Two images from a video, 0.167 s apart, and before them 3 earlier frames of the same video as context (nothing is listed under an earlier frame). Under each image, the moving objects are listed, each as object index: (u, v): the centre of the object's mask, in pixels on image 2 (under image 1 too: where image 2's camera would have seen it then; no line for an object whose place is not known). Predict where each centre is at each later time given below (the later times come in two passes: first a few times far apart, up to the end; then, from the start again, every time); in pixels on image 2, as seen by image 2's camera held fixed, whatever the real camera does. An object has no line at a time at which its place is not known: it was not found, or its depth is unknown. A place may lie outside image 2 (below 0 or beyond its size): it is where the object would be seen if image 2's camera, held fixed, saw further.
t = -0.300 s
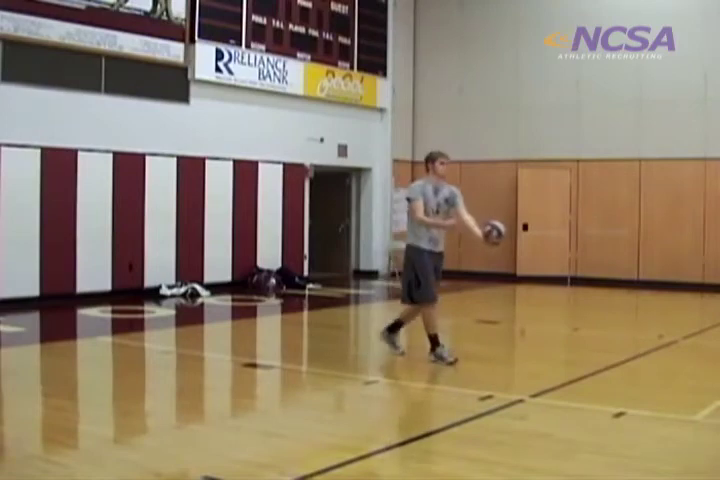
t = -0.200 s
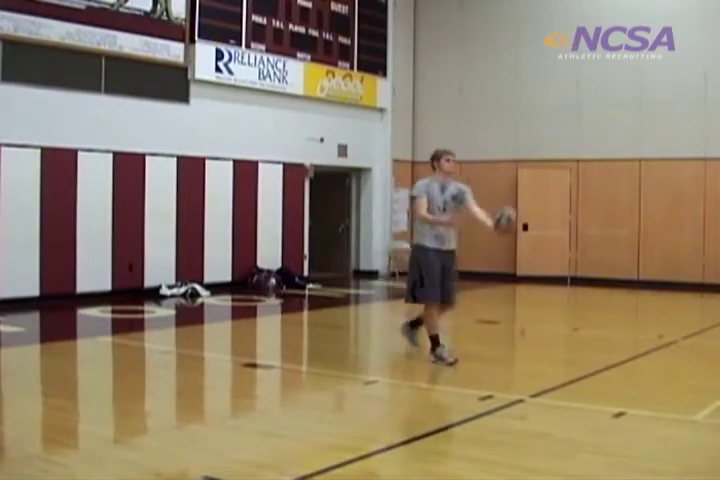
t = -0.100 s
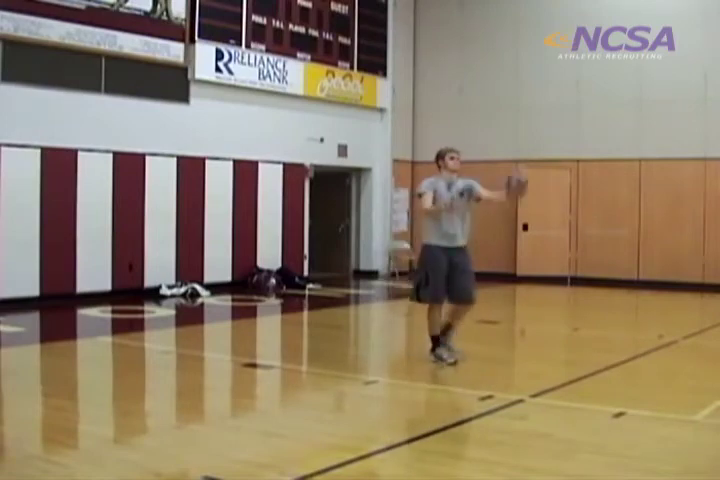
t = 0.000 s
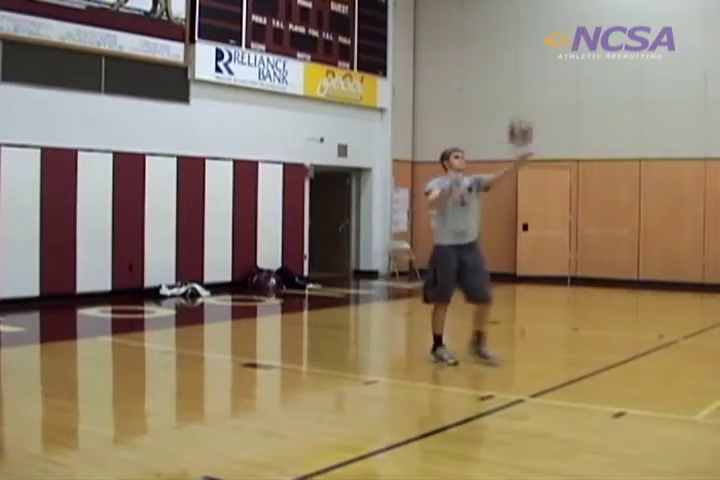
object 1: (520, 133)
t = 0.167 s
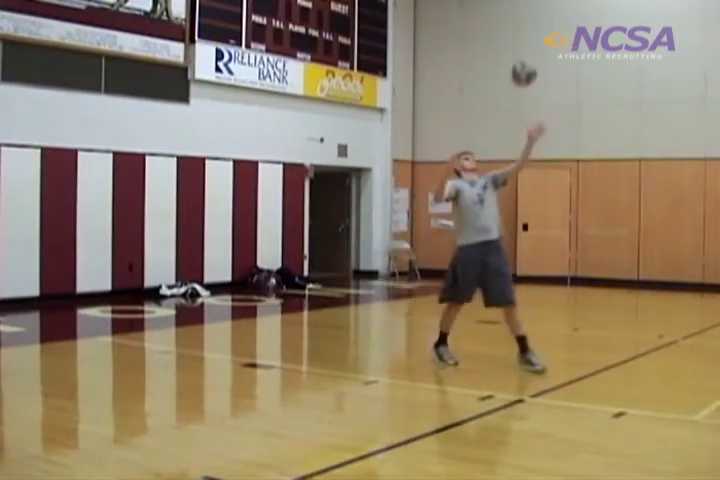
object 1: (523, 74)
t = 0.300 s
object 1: (525, 50)
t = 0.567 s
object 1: (529, 61)
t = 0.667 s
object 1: (530, 85)
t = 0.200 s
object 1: (523, 66)
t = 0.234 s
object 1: (524, 60)
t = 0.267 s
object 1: (525, 54)
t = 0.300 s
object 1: (525, 50)
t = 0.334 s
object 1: (525, 48)
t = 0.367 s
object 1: (526, 46)
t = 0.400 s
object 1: (526, 46)
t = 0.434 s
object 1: (527, 46)
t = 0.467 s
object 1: (527, 48)
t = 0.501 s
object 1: (528, 51)
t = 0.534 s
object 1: (528, 56)
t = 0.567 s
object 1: (529, 61)
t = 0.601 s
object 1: (529, 68)
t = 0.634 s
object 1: (530, 76)
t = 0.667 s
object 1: (530, 85)
